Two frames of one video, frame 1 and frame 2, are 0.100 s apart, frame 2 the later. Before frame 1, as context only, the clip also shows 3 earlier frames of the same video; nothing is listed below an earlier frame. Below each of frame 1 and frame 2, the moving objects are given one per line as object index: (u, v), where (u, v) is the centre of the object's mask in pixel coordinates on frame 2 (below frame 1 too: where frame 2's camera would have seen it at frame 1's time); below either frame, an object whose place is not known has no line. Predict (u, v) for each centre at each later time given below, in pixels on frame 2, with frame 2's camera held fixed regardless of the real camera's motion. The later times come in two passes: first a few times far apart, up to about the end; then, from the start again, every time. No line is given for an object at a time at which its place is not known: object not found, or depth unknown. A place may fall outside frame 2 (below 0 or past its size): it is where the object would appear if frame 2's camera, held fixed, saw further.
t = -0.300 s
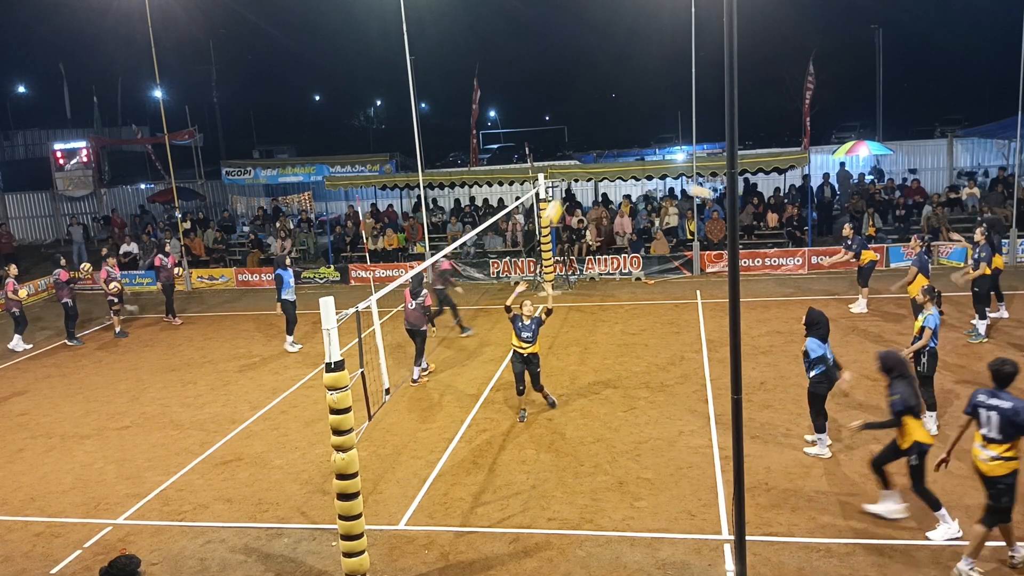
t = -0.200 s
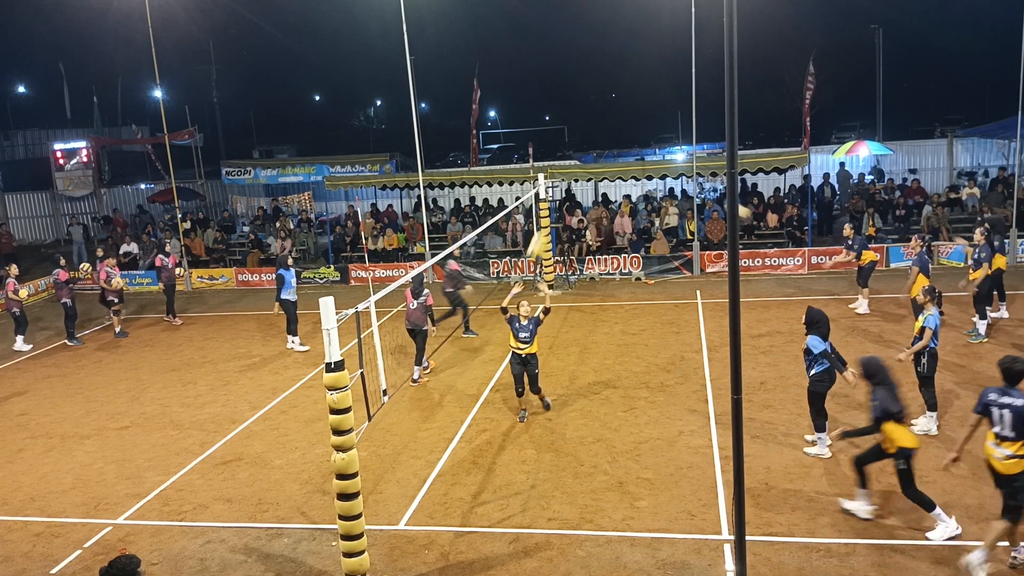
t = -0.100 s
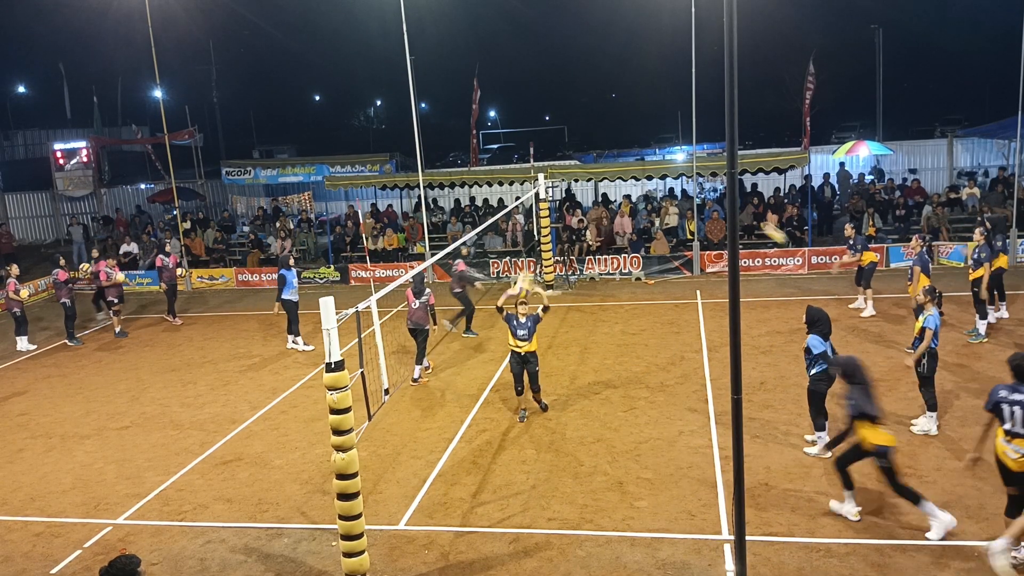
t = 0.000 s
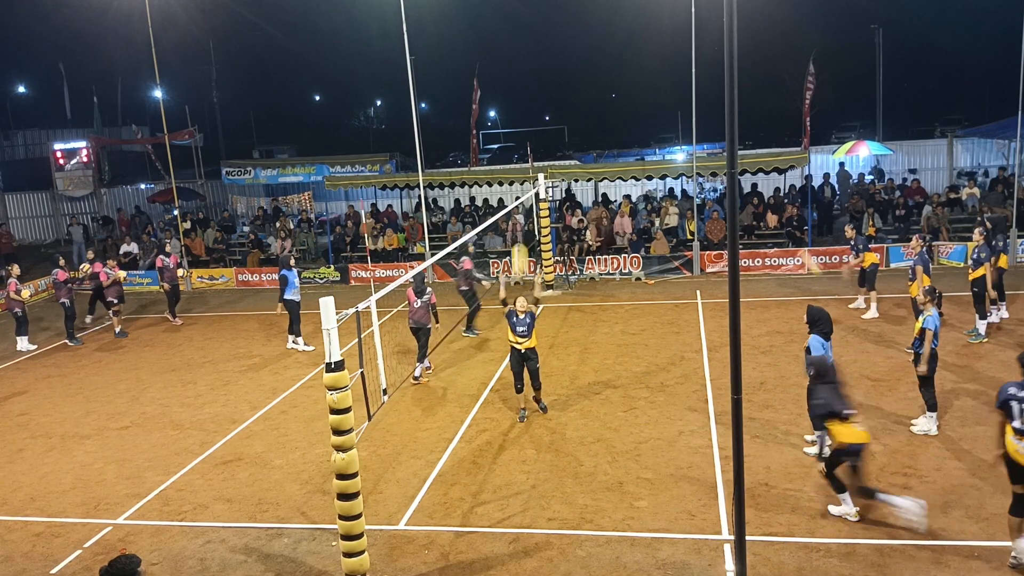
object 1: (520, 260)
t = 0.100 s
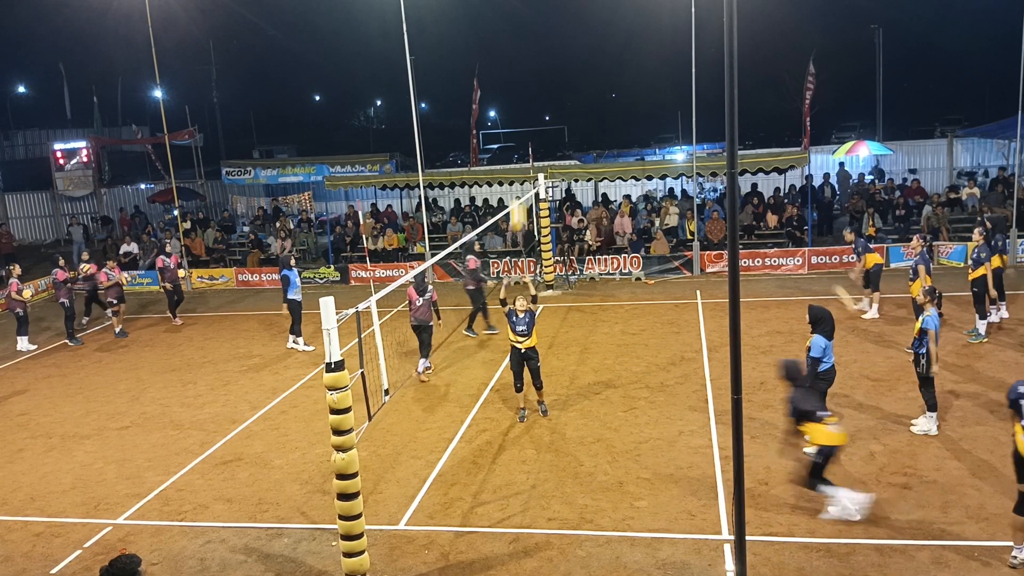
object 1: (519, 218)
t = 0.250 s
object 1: (516, 156)
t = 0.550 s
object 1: (518, 99)
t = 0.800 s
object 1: (524, 110)
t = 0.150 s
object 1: (517, 190)
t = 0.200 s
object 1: (517, 173)
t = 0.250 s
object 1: (516, 156)
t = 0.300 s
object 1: (516, 143)
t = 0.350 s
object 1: (517, 130)
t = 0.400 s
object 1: (517, 118)
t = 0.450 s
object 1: (517, 110)
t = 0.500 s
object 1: (518, 103)
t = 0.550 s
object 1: (518, 99)
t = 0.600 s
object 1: (519, 96)
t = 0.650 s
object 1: (520, 96)
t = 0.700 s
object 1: (521, 98)
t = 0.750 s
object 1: (522, 103)
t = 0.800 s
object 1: (524, 110)
